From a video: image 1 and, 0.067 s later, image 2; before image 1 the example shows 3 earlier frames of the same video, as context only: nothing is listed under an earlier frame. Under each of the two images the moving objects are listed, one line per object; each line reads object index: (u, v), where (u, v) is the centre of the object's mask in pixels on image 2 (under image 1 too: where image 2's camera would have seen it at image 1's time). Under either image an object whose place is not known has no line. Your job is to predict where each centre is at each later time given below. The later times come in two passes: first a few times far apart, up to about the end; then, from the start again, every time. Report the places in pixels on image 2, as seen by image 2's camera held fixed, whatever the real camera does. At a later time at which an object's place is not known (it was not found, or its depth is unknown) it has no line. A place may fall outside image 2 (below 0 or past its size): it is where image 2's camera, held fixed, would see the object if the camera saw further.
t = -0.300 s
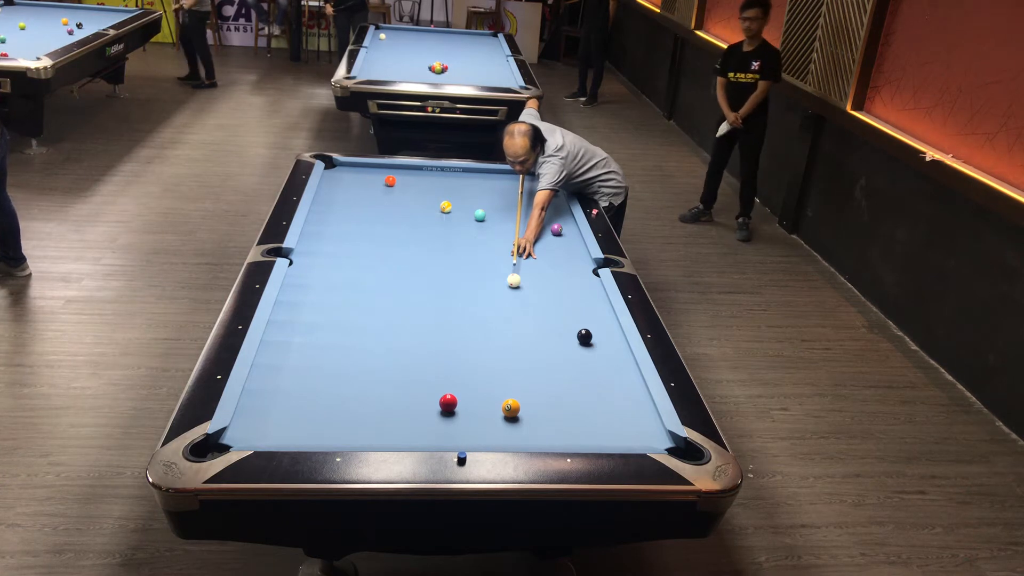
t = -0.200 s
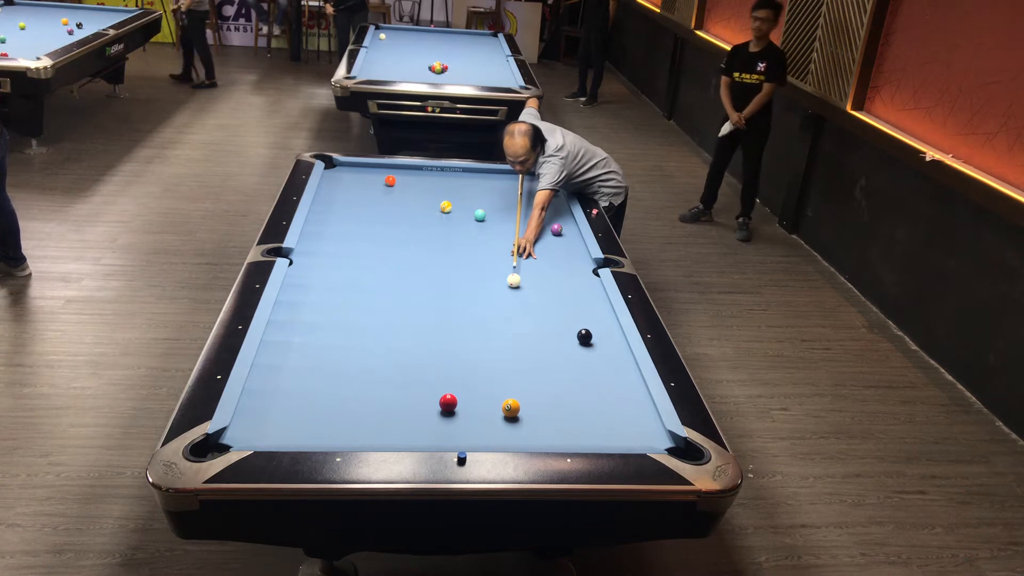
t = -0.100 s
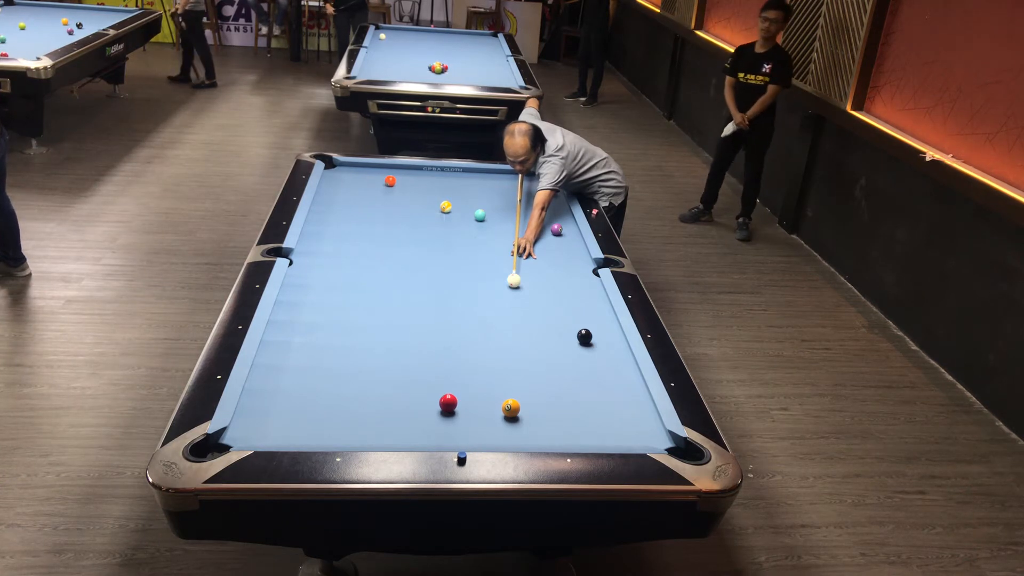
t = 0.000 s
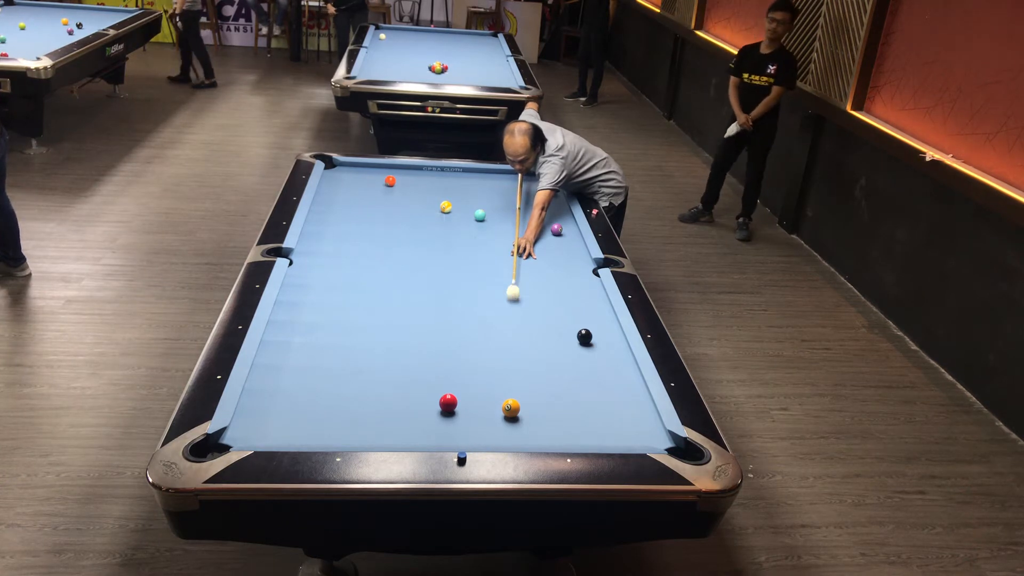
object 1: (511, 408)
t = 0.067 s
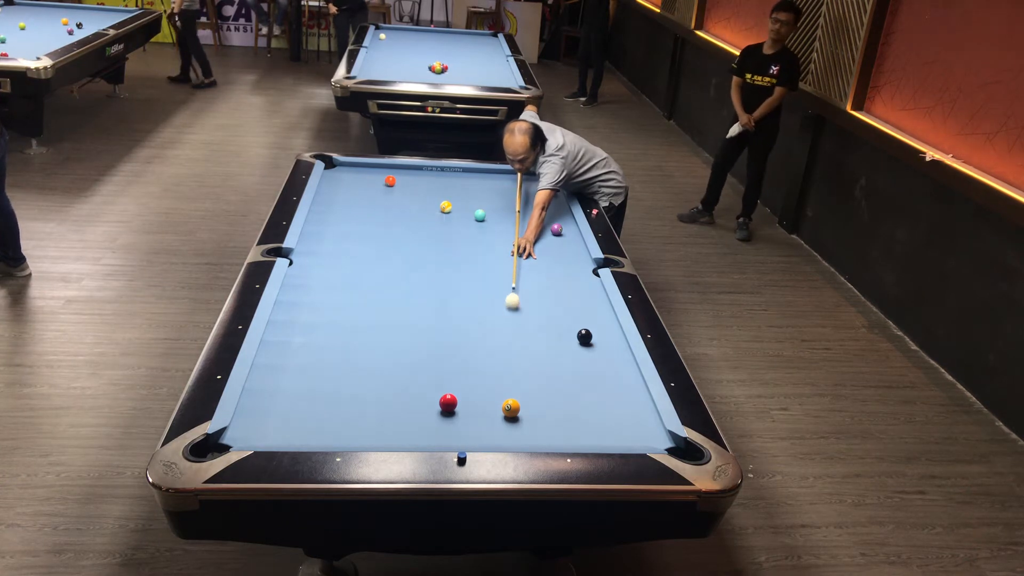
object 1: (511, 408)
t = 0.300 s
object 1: (511, 408)
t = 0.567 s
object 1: (511, 408)
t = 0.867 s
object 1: (519, 431)
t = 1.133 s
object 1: (521, 429)
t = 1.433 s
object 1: (520, 412)
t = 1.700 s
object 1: (518, 400)
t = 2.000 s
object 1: (517, 388)
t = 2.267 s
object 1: (516, 378)
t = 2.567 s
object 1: (513, 370)
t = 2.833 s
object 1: (511, 363)
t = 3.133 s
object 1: (509, 358)
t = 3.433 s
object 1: (507, 353)
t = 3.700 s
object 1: (505, 351)
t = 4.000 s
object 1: (503, 349)
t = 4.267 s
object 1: (503, 348)
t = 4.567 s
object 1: (503, 348)
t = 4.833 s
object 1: (503, 348)
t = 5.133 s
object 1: (503, 348)
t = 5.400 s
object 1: (503, 348)
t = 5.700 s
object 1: (503, 348)
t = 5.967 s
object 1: (503, 348)
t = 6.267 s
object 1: (503, 348)
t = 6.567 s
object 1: (503, 348)
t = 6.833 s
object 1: (503, 348)
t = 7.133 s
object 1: (503, 348)
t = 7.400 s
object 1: (503, 348)
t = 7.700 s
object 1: (503, 348)
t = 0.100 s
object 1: (511, 408)
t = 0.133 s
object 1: (511, 408)
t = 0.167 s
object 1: (511, 408)
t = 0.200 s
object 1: (511, 408)
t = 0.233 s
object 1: (511, 408)
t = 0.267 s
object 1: (511, 408)
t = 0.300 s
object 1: (511, 408)
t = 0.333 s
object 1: (511, 408)
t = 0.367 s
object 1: (511, 408)
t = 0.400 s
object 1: (511, 408)
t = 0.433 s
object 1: (511, 408)
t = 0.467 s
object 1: (511, 408)
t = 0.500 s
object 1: (511, 408)
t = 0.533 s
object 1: (511, 408)
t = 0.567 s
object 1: (511, 408)
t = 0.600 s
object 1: (511, 408)
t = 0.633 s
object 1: (511, 408)
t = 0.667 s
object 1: (511, 408)
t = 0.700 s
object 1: (511, 408)
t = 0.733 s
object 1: (512, 411)
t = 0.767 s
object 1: (514, 417)
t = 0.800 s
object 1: (516, 422)
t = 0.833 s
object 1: (517, 427)
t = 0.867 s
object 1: (519, 431)
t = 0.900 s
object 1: (520, 435)
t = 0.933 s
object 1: (522, 437)
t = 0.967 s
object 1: (522, 437)
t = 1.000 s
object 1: (522, 436)
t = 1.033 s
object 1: (522, 434)
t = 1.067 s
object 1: (521, 433)
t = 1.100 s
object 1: (521, 431)
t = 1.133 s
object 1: (521, 429)
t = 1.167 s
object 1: (521, 427)
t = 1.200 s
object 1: (521, 425)
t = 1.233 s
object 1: (521, 423)
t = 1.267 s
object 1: (521, 421)
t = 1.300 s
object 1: (520, 419)
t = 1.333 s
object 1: (520, 418)
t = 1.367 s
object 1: (520, 416)
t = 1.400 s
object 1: (520, 414)
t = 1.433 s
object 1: (520, 412)
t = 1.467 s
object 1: (520, 411)
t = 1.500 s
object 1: (519, 409)
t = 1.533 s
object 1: (519, 407)
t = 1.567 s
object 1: (519, 406)
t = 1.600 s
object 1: (519, 404)
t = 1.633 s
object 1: (519, 402)
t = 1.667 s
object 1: (518, 401)
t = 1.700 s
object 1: (518, 400)
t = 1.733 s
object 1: (518, 398)
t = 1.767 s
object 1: (518, 397)
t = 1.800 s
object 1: (518, 395)
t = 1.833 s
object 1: (518, 394)
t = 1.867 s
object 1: (518, 393)
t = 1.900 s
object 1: (517, 391)
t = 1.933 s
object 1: (517, 390)
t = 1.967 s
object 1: (517, 389)
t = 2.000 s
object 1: (517, 388)
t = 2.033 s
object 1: (517, 387)
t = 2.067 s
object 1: (517, 385)
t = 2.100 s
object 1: (517, 384)
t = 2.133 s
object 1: (517, 383)
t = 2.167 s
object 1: (516, 382)
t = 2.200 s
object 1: (516, 381)
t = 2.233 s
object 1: (516, 379)
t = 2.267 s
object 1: (516, 378)
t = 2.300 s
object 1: (516, 377)
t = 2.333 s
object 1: (515, 376)
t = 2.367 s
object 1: (515, 375)
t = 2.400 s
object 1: (515, 374)
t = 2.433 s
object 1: (514, 373)
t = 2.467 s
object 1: (514, 373)
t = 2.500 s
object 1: (514, 371)
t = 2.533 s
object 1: (513, 371)
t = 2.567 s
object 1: (513, 370)
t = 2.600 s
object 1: (513, 369)
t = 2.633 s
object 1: (512, 368)
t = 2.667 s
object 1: (512, 367)
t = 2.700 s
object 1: (512, 366)
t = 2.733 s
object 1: (512, 366)
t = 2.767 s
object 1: (511, 365)
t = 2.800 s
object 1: (511, 364)
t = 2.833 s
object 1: (511, 363)
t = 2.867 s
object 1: (511, 363)
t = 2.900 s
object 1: (510, 362)
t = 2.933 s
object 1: (510, 361)
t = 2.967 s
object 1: (510, 361)
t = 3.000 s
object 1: (510, 360)
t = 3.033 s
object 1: (509, 359)
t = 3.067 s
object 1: (509, 359)
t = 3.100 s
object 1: (509, 358)
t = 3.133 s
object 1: (509, 358)
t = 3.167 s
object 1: (509, 357)
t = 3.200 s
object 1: (508, 357)
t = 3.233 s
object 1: (508, 356)
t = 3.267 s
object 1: (508, 356)
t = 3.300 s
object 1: (508, 355)
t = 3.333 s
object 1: (508, 355)
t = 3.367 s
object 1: (508, 354)
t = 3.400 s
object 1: (507, 354)
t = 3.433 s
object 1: (507, 353)
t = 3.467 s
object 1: (507, 353)
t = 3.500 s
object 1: (507, 353)
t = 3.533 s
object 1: (506, 352)
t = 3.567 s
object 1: (506, 352)
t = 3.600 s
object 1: (506, 352)
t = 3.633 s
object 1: (506, 351)
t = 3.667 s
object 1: (505, 351)
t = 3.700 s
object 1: (505, 351)
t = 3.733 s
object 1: (505, 350)
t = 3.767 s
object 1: (504, 350)
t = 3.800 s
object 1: (504, 350)
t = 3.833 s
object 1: (504, 350)
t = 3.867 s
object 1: (504, 350)
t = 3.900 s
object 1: (504, 349)
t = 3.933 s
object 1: (503, 349)
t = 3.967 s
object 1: (503, 349)
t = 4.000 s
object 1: (503, 349)
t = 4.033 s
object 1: (503, 349)
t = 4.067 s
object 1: (503, 349)
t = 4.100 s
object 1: (503, 349)
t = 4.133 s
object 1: (503, 349)
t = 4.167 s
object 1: (503, 348)
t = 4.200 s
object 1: (503, 348)
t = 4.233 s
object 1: (503, 348)
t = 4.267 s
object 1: (503, 348)
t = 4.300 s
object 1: (503, 348)
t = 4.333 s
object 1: (503, 348)
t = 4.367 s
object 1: (503, 348)
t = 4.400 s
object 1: (503, 348)
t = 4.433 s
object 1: (503, 348)
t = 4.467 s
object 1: (503, 348)
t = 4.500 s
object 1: (503, 348)
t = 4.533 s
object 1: (503, 348)
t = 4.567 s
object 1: (503, 348)
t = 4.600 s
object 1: (503, 348)
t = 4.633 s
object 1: (503, 348)
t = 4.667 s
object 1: (503, 348)
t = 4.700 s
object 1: (503, 348)
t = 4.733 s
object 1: (503, 348)
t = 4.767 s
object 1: (503, 348)
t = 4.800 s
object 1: (503, 348)
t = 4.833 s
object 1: (503, 348)
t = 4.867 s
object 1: (503, 348)
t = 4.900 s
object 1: (503, 348)
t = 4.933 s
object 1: (503, 348)
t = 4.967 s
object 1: (503, 348)
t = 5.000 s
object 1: (503, 348)
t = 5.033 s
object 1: (503, 348)
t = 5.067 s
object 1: (503, 348)
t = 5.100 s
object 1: (503, 348)
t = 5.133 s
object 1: (503, 348)
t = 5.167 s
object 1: (503, 348)
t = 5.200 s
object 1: (503, 348)
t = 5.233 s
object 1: (503, 348)
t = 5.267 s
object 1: (503, 348)
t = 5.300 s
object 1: (503, 348)
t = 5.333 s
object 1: (503, 348)
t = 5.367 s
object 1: (503, 348)
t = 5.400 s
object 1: (503, 348)
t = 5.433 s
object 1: (503, 348)
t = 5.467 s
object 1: (503, 348)
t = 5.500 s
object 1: (503, 348)
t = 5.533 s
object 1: (503, 348)
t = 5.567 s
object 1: (503, 348)
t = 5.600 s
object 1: (503, 348)
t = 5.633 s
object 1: (503, 348)
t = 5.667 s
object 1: (503, 348)
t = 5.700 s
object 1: (503, 348)
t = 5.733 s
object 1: (503, 348)
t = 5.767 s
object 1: (503, 348)
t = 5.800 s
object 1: (503, 348)
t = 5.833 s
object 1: (503, 348)
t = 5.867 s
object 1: (503, 348)
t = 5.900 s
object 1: (503, 348)
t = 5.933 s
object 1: (503, 348)
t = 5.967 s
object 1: (503, 348)
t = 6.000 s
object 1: (503, 348)
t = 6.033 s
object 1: (503, 348)
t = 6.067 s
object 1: (503, 348)
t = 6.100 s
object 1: (503, 348)
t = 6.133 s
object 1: (503, 348)
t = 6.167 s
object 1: (503, 348)
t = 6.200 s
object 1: (503, 348)
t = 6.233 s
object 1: (503, 348)
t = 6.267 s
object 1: (503, 348)
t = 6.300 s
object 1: (503, 348)
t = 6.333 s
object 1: (503, 348)
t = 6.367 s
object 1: (503, 348)
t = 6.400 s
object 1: (503, 348)
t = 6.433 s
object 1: (503, 348)
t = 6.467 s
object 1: (503, 348)
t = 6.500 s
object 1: (503, 348)
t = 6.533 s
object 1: (503, 348)
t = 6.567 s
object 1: (503, 348)
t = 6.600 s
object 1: (503, 348)
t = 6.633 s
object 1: (503, 348)
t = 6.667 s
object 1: (503, 348)
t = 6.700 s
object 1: (503, 348)
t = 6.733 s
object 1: (503, 348)
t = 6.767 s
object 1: (503, 348)
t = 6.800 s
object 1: (503, 348)
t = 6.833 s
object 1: (503, 348)
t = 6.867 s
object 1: (503, 348)
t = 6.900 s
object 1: (503, 348)
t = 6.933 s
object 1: (503, 348)
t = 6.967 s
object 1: (503, 348)
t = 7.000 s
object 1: (503, 348)
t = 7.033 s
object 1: (503, 348)
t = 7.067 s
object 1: (503, 348)
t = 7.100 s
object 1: (503, 348)
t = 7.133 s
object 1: (503, 348)
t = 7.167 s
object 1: (503, 348)
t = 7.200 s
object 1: (503, 348)
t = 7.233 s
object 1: (503, 348)
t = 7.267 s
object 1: (503, 348)
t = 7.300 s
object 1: (503, 348)
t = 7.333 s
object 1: (503, 348)
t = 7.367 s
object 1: (503, 348)
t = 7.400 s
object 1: (503, 348)
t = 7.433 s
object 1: (503, 348)
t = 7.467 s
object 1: (503, 348)
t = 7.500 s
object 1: (503, 348)
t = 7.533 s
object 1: (503, 348)
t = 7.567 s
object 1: (503, 348)
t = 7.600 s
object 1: (503, 348)
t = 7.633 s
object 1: (503, 348)
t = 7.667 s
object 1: (503, 348)
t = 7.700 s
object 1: (503, 348)
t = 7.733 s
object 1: (503, 348)
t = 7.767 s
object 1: (503, 348)
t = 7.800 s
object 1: (503, 348)
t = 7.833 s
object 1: (503, 348)
